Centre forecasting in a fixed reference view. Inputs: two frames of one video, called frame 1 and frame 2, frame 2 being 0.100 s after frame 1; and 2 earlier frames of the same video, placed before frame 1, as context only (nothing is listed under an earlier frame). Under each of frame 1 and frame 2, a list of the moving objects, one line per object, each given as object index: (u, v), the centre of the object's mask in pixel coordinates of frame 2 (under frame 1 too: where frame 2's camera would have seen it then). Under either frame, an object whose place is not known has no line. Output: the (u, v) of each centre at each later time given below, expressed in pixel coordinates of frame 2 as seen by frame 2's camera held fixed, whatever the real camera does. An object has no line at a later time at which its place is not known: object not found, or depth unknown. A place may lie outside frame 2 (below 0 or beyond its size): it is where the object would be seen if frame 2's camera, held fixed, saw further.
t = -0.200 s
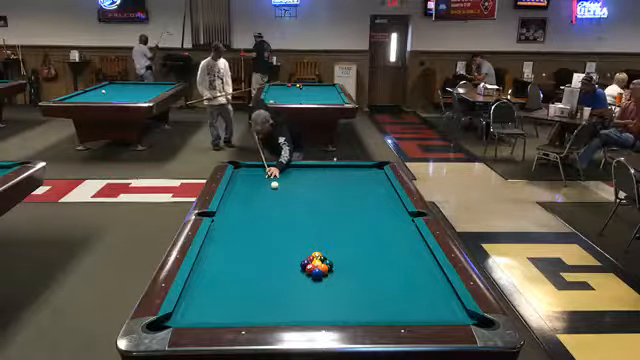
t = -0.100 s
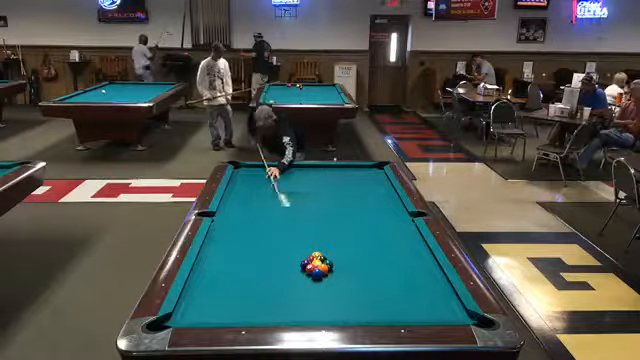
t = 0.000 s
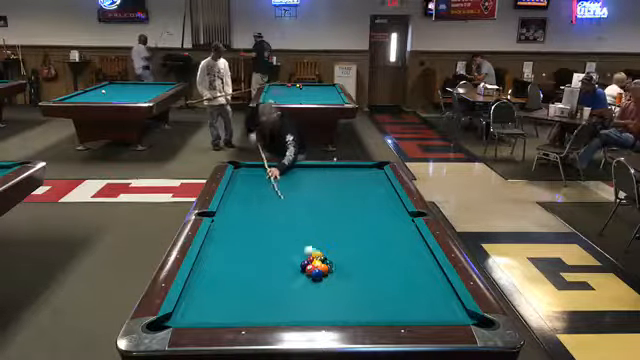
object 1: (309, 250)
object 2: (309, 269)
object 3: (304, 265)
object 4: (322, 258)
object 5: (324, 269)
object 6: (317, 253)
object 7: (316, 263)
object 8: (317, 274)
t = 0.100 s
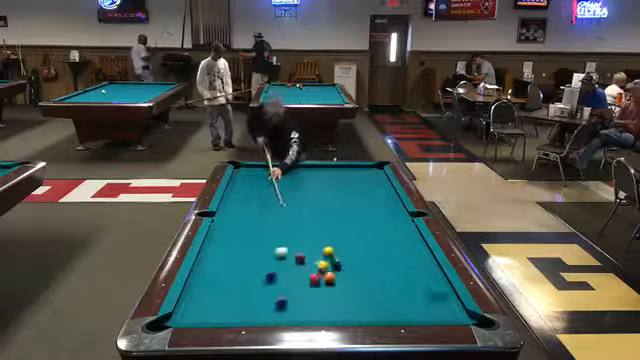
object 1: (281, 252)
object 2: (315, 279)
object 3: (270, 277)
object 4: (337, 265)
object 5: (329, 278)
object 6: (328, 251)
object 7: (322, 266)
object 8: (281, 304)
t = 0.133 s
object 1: (273, 252)
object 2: (315, 282)
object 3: (260, 280)
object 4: (340, 265)
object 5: (332, 280)
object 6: (331, 249)
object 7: (323, 266)
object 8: (270, 312)
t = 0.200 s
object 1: (256, 253)
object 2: (317, 288)
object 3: (241, 284)
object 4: (347, 265)
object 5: (335, 285)
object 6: (337, 247)
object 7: (327, 267)
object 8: (251, 314)
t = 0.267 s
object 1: (241, 253)
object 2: (319, 293)
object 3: (220, 293)
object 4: (355, 267)
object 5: (340, 289)
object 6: (343, 244)
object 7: (330, 267)
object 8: (244, 310)
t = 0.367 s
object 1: (221, 255)
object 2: (322, 302)
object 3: (189, 301)
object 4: (367, 268)
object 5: (345, 298)
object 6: (352, 240)
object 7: (335, 269)
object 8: (233, 297)
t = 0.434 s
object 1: (207, 257)
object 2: (315, 297)
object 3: (188, 305)
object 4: (375, 270)
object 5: (351, 303)
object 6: (358, 237)
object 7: (338, 269)
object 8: (226, 291)
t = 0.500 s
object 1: (205, 257)
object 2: (307, 294)
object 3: (198, 306)
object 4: (383, 271)
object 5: (356, 308)
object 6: (363, 235)
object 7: (340, 270)
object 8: (219, 283)
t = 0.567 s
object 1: (212, 256)
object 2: (301, 289)
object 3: (206, 307)
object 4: (390, 273)
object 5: (360, 313)
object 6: (368, 232)
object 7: (343, 271)
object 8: (214, 277)
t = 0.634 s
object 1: (217, 255)
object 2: (294, 285)
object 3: (214, 309)
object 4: (399, 274)
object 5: (365, 315)
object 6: (374, 230)
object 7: (346, 271)
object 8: (208, 270)
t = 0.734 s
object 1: (227, 254)
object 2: (285, 281)
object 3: (221, 314)
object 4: (410, 276)
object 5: (369, 313)
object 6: (380, 226)
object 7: (350, 272)
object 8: (199, 261)
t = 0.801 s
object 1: (234, 253)
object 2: (279, 278)
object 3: (222, 316)
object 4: (418, 277)
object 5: (372, 309)
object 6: (386, 224)
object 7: (352, 273)
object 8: (205, 259)
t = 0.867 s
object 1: (239, 252)
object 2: (274, 275)
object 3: (225, 317)
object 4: (426, 278)
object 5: (374, 306)
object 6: (390, 222)
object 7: (355, 274)
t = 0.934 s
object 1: (245, 250)
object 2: (268, 272)
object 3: (228, 315)
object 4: (433, 279)
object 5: (376, 303)
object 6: (395, 220)
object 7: (358, 274)
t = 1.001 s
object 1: (251, 250)
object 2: (263, 269)
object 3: (232, 312)
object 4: (441, 281)
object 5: (378, 300)
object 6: (396, 218)
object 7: (360, 275)
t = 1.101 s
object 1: (259, 248)
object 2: (256, 266)
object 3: (238, 309)
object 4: (440, 282)
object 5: (381, 296)
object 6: (404, 215)
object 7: (364, 276)
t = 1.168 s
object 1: (265, 248)
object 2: (250, 263)
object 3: (241, 307)
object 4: (437, 282)
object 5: (383, 293)
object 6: (407, 215)
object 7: (366, 276)
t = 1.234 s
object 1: (270, 247)
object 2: (246, 261)
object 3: (244, 304)
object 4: (432, 283)
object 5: (384, 291)
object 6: (407, 215)
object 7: (368, 277)
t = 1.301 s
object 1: (275, 246)
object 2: (241, 259)
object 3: (247, 302)
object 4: (429, 283)
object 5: (387, 289)
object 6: (406, 216)
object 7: (370, 277)
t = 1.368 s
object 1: (280, 246)
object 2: (237, 256)
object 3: (250, 299)
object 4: (425, 284)
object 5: (388, 286)
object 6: (405, 217)
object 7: (372, 278)
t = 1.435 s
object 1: (285, 245)
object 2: (232, 253)
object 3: (253, 296)
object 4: (421, 285)
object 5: (390, 284)
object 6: (405, 218)
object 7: (374, 279)
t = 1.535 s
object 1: (293, 243)
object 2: (227, 250)
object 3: (258, 292)
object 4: (415, 286)
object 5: (392, 280)
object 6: (403, 220)
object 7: (378, 280)
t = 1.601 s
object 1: (298, 243)
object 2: (223, 248)
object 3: (261, 290)
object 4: (412, 287)
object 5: (393, 278)
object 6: (403, 222)
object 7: (379, 280)
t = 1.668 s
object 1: (302, 242)
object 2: (218, 246)
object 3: (263, 289)
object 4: (408, 287)
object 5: (395, 276)
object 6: (401, 223)
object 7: (380, 281)
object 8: (264, 226)
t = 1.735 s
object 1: (307, 242)
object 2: (214, 244)
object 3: (266, 286)
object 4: (405, 288)
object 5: (396, 274)
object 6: (401, 224)
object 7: (382, 281)
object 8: (266, 222)
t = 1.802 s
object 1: (312, 241)
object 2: (210, 241)
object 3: (268, 284)
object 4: (402, 288)
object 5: (398, 271)
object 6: (400, 225)
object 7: (383, 281)
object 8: (269, 220)
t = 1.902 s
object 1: (317, 240)
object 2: (209, 240)
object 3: (272, 282)
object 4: (397, 289)
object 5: (399, 269)
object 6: (400, 226)
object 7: (385, 281)
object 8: (270, 216)
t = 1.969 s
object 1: (322, 239)
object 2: (211, 239)
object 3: (274, 280)
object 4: (393, 289)
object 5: (401, 267)
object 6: (399, 227)
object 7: (386, 281)
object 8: (271, 213)
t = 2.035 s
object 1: (326, 239)
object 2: (213, 239)
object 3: (276, 278)
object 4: (390, 290)
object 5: (403, 265)
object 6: (399, 228)
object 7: (388, 281)
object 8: (273, 212)
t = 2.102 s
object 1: (330, 238)
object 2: (217, 237)
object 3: (279, 276)
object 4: (387, 291)
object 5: (404, 264)
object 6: (397, 229)
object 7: (388, 281)
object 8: (274, 210)
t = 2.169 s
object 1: (334, 238)
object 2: (221, 236)
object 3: (281, 275)
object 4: (383, 291)
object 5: (405, 261)
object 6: (396, 230)
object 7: (390, 283)
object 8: (276, 208)
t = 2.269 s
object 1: (340, 237)
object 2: (224, 235)
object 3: (284, 272)
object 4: (378, 290)
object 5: (407, 259)
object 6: (395, 232)
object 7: (392, 283)
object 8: (278, 205)
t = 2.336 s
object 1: (344, 236)
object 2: (225, 234)
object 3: (285, 271)
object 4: (376, 291)
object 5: (408, 257)
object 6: (394, 233)
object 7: (394, 284)
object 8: (279, 204)
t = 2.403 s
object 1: (347, 236)
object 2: (228, 233)
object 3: (287, 269)
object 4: (373, 292)
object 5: (409, 256)
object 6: (394, 233)
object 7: (394, 284)
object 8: (280, 202)
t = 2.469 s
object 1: (351, 235)
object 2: (231, 233)
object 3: (289, 268)
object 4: (371, 292)
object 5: (410, 255)
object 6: (394, 235)
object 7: (395, 285)
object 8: (282, 201)
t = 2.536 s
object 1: (354, 235)
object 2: (233, 232)
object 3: (291, 267)
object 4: (368, 292)
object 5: (410, 254)
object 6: (393, 236)
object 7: (396, 285)
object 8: (283, 199)
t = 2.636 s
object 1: (360, 234)
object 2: (235, 231)
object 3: (293, 263)
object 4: (364, 293)
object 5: (411, 252)
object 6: (392, 237)
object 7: (397, 285)
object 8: (285, 196)
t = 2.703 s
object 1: (363, 233)
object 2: (237, 230)
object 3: (295, 263)
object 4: (361, 293)
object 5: (412, 250)
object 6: (391, 238)
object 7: (398, 285)
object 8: (285, 196)
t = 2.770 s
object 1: (366, 233)
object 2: (239, 229)
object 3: (296, 262)
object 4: (359, 294)
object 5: (414, 249)
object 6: (391, 239)
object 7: (398, 285)
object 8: (287, 195)
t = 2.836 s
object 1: (369, 232)
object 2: (241, 228)
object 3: (298, 262)
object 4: (356, 294)
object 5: (415, 248)
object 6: (390, 240)
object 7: (399, 285)
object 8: (288, 194)
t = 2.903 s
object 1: (372, 232)
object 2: (243, 228)
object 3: (299, 260)
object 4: (354, 295)
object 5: (415, 247)
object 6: (389, 241)
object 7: (399, 285)
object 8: (289, 191)
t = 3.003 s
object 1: (377, 231)
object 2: (246, 227)
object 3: (301, 258)
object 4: (350, 295)
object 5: (417, 245)
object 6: (388, 242)
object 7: (399, 286)
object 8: (290, 189)
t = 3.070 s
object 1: (379, 231)
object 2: (246, 227)
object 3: (302, 257)
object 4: (349, 296)
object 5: (418, 245)
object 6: (388, 243)
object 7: (399, 286)
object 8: (291, 187)
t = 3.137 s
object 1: (382, 231)
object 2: (249, 225)
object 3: (304, 256)
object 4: (346, 296)
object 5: (418, 244)
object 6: (388, 244)
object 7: (399, 286)
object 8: (291, 187)
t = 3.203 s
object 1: (385, 230)
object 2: (251, 225)
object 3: (305, 256)
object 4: (344, 296)
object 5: (419, 242)
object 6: (388, 245)
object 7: (400, 286)
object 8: (292, 186)
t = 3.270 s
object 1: (388, 230)
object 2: (252, 224)
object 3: (306, 255)
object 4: (342, 297)
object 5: (419, 241)
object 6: (386, 246)
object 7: (400, 286)
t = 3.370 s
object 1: (392, 230)
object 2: (253, 224)
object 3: (308, 254)
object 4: (339, 297)
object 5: (420, 240)
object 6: (386, 246)
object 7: (399, 286)
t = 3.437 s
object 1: (395, 229)
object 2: (255, 224)
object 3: (310, 253)
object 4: (338, 297)
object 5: (419, 239)
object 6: (385, 247)
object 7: (399, 286)
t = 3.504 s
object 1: (397, 229)
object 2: (256, 223)
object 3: (310, 253)
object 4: (336, 297)
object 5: (419, 239)
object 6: (384, 248)
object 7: (399, 286)
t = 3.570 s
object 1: (398, 229)
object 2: (258, 223)
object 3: (312, 252)
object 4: (334, 298)
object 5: (418, 239)
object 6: (384, 248)
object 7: (400, 286)
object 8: (298, 178)
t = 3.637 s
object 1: (401, 228)
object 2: (259, 222)
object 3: (313, 251)
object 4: (333, 298)
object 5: (417, 238)
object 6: (384, 249)
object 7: (400, 286)
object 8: (299, 177)
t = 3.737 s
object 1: (405, 228)
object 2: (261, 221)
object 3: (314, 250)
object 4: (330, 299)
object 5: (416, 237)
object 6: (383, 250)
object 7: (400, 285)
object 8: (300, 176)
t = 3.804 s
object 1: (407, 227)
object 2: (262, 221)
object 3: (315, 250)
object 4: (329, 299)
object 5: (415, 237)
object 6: (383, 250)
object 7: (400, 285)
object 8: (301, 176)
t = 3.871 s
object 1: (410, 227)
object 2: (263, 221)
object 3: (316, 249)
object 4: (328, 299)
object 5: (414, 237)
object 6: (383, 251)
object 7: (400, 285)
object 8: (302, 175)
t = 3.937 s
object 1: (410, 226)
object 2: (264, 220)
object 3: (317, 248)
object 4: (326, 299)
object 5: (414, 236)
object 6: (382, 252)
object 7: (400, 285)
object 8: (302, 173)
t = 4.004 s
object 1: (411, 226)
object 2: (265, 220)
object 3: (318, 247)
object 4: (326, 299)
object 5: (413, 236)
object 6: (382, 252)
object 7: (400, 285)
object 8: (303, 172)
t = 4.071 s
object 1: (410, 226)
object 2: (266, 220)
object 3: (319, 247)
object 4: (324, 300)
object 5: (412, 235)
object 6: (382, 253)
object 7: (400, 285)
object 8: (303, 169)
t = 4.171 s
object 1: (408, 226)
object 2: (267, 220)
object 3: (319, 247)
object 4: (323, 300)
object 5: (412, 235)
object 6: (381, 253)
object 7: (400, 286)
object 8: (305, 169)
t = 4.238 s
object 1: (407, 226)
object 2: (268, 220)
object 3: (320, 246)
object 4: (322, 300)
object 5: (412, 235)
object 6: (381, 254)
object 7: (400, 286)
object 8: (305, 169)
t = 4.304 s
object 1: (406, 226)
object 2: (268, 220)
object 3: (321, 246)
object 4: (321, 300)
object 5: (411, 235)
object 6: (381, 254)
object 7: (400, 285)
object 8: (306, 169)
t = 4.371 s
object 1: (404, 226)
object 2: (269, 219)
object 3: (321, 245)
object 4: (320, 301)
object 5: (411, 235)
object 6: (381, 255)
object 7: (400, 286)
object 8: (307, 168)
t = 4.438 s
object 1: (403, 226)
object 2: (269, 219)
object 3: (322, 245)
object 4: (320, 301)
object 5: (411, 235)
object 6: (381, 254)
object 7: (400, 285)
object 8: (307, 167)
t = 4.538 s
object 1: (402, 225)
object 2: (270, 218)
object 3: (322, 245)
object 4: (319, 301)
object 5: (411, 235)
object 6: (381, 255)
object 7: (400, 285)
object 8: (309, 167)
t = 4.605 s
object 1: (401, 226)
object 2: (271, 218)
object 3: (323, 245)
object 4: (318, 301)
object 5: (410, 234)
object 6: (380, 256)
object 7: (400, 286)
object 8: (309, 166)
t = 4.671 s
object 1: (401, 226)
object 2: (271, 218)
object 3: (323, 244)
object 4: (318, 301)
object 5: (410, 234)
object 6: (380, 256)
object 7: (400, 286)
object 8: (310, 166)
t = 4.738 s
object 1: (398, 225)
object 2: (272, 218)
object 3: (323, 244)
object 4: (318, 301)
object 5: (409, 234)
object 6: (380, 256)
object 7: (400, 286)
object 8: (310, 166)
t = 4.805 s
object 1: (398, 225)
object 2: (272, 218)
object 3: (323, 244)
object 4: (317, 301)
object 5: (409, 234)
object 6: (380, 256)
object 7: (400, 286)
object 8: (311, 166)
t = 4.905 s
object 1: (397, 225)
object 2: (273, 218)
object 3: (324, 243)
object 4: (317, 301)
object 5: (409, 234)
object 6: (380, 256)
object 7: (400, 286)
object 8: (311, 166)
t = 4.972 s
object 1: (397, 225)
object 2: (273, 218)
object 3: (324, 243)
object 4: (317, 301)
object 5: (409, 234)
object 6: (380, 256)
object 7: (400, 286)
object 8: (311, 166)
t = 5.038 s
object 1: (396, 225)
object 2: (273, 218)
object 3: (324, 243)
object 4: (317, 301)
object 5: (409, 234)
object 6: (380, 256)
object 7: (400, 286)
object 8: (312, 166)
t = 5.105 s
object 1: (396, 225)
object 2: (273, 218)
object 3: (324, 243)
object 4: (317, 301)
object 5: (409, 234)
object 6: (380, 256)
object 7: (400, 286)
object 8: (312, 167)
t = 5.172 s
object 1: (395, 225)
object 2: (273, 218)
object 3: (324, 243)
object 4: (317, 301)
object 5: (409, 234)
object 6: (380, 256)
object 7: (400, 286)
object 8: (312, 168)
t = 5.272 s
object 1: (394, 225)
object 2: (273, 218)
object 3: (325, 242)
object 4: (317, 301)
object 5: (409, 234)
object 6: (380, 256)
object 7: (400, 286)
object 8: (312, 168)
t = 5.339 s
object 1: (394, 225)
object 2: (274, 218)
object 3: (325, 242)
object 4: (317, 301)
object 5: (409, 234)
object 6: (380, 256)
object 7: (400, 286)
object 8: (312, 168)
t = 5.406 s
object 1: (394, 225)
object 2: (274, 218)
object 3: (325, 242)
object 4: (317, 301)
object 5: (409, 234)
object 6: (380, 256)
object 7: (400, 286)
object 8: (313, 168)
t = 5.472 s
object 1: (394, 225)
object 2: (274, 218)
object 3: (325, 242)
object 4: (317, 301)
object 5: (409, 234)
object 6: (380, 256)
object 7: (400, 286)
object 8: (313, 168)
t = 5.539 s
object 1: (393, 225)
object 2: (274, 218)
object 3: (325, 242)
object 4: (317, 301)
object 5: (409, 234)
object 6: (380, 256)
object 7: (400, 286)
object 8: (313, 168)
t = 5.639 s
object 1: (393, 225)
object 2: (273, 218)
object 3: (325, 242)
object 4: (317, 301)
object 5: (409, 234)
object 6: (380, 256)
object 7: (400, 286)
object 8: (313, 168)
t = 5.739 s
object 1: (393, 225)
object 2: (274, 218)
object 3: (324, 243)
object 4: (317, 301)
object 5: (409, 234)
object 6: (380, 256)
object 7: (399, 286)
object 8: (313, 169)
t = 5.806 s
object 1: (393, 225)
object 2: (274, 218)
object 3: (324, 243)
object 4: (317, 301)
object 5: (409, 234)
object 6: (380, 256)
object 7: (399, 286)
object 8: (312, 169)
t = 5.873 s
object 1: (393, 225)
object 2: (274, 218)
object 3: (324, 243)
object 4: (317, 301)
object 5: (409, 234)
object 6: (380, 256)
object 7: (399, 286)
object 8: (312, 169)
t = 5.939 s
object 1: (393, 225)
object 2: (274, 218)
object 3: (324, 243)
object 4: (317, 301)
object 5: (409, 234)
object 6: (380, 256)
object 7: (399, 286)
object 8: (311, 169)
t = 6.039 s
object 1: (393, 225)
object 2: (274, 218)
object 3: (324, 243)
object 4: (317, 301)
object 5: (409, 234)
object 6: (380, 256)
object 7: (399, 286)
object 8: (311, 170)
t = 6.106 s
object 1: (393, 225)
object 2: (274, 218)
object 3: (324, 242)
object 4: (317, 301)
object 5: (409, 234)
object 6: (380, 256)
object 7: (399, 286)
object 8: (311, 170)
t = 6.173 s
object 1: (393, 225)
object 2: (273, 218)
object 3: (324, 243)
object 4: (317, 301)
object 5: (409, 234)
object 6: (380, 256)
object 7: (399, 286)
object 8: (311, 169)
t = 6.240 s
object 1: (393, 225)
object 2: (274, 218)
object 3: (324, 243)
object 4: (317, 301)
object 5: (409, 234)
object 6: (380, 256)
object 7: (399, 286)
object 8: (310, 169)
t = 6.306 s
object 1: (393, 225)
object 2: (274, 218)
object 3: (324, 243)
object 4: (317, 301)
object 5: (409, 234)
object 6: (380, 256)
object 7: (399, 286)
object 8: (310, 169)
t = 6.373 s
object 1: (393, 225)
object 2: (274, 218)
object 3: (324, 243)
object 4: (317, 301)
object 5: (409, 234)
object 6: (380, 256)
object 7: (399, 286)
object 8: (311, 168)
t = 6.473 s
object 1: (393, 225)
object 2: (274, 218)
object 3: (324, 243)
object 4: (317, 301)
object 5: (409, 234)
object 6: (380, 256)
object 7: (399, 286)
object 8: (308, 168)
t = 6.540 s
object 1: (393, 225)
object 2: (274, 218)
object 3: (324, 243)
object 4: (317, 301)
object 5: (409, 234)
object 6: (380, 256)
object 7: (399, 286)
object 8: (308, 168)
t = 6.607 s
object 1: (393, 225)
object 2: (274, 218)
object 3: (324, 243)
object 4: (317, 301)
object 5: (409, 234)
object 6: (380, 256)
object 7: (399, 286)
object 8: (307, 168)
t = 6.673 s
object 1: (393, 225)
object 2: (274, 218)
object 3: (324, 243)
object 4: (317, 301)
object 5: (409, 234)
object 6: (380, 256)
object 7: (399, 286)
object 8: (307, 168)
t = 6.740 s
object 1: (393, 225)
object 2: (274, 218)
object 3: (324, 243)
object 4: (317, 301)
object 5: (409, 234)
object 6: (380, 256)
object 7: (400, 286)
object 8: (308, 168)
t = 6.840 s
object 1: (393, 225)
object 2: (274, 218)
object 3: (324, 243)
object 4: (317, 301)
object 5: (409, 234)
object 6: (380, 256)
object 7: (400, 286)
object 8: (308, 167)
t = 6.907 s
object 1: (393, 225)
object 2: (274, 218)
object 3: (324, 243)
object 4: (317, 301)
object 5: (409, 234)
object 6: (380, 256)
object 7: (400, 286)
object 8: (308, 167)
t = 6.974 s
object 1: (393, 225)
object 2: (274, 218)
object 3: (324, 243)
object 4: (317, 301)
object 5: (409, 234)
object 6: (380, 256)
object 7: (400, 286)
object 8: (307, 169)
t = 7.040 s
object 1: (393, 225)
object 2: (274, 218)
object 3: (324, 243)
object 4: (317, 301)
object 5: (409, 234)
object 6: (380, 256)
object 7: (400, 286)
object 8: (308, 168)
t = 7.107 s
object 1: (393, 225)
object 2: (274, 218)
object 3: (324, 243)
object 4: (317, 301)
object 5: (409, 234)
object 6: (380, 256)
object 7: (400, 286)
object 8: (307, 169)
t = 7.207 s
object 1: (393, 225)
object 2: (274, 218)
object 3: (324, 243)
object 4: (317, 301)
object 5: (409, 234)
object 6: (380, 256)
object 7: (400, 286)
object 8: (307, 169)
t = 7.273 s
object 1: (393, 225)
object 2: (274, 218)
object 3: (324, 243)
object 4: (317, 301)
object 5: (409, 234)
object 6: (380, 256)
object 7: (399, 286)
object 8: (308, 168)
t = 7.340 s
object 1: (393, 225)
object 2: (274, 218)
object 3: (324, 243)
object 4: (317, 301)
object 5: (409, 234)
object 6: (380, 256)
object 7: (399, 286)
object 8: (308, 168)
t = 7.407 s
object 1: (393, 225)
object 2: (274, 218)
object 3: (324, 243)
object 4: (317, 301)
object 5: (409, 234)
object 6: (380, 256)
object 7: (399, 286)
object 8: (308, 168)
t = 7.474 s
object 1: (393, 225)
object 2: (274, 217)
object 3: (324, 243)
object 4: (317, 301)
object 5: (409, 234)
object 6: (380, 256)
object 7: (399, 286)
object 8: (307, 168)
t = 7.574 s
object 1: (393, 225)
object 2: (274, 217)
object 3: (324, 242)
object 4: (317, 301)
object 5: (409, 234)
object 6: (380, 256)
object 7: (399, 286)
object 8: (307, 168)
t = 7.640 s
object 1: (393, 225)
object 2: (274, 218)
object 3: (324, 242)
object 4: (317, 301)
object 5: (409, 234)
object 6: (380, 256)
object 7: (399, 286)
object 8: (307, 168)
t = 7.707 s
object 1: (393, 225)
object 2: (274, 217)
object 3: (324, 242)
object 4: (317, 301)
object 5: (409, 234)
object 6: (380, 256)
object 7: (399, 286)
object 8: (307, 168)
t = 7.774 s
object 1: (393, 225)
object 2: (274, 218)
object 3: (324, 242)
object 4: (317, 301)
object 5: (409, 234)
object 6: (380, 256)
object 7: (399, 286)
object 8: (307, 168)
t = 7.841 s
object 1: (393, 225)
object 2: (274, 217)
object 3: (324, 243)
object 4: (317, 301)
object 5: (409, 234)
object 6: (380, 256)
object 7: (399, 286)
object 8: (307, 168)
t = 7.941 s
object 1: (393, 225)
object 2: (274, 217)
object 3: (324, 243)
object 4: (317, 301)
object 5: (409, 234)
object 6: (380, 256)
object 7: (399, 286)
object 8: (307, 168)
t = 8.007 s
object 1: (393, 225)
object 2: (274, 217)
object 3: (324, 243)
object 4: (317, 301)
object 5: (409, 234)
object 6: (380, 256)
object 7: (399, 286)
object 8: (306, 169)
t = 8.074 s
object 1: (393, 225)
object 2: (274, 217)
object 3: (324, 243)
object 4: (317, 301)
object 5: (409, 234)
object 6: (380, 256)
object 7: (399, 286)
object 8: (306, 169)
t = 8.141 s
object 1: (393, 225)
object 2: (274, 217)
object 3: (324, 243)
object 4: (317, 301)
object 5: (409, 234)
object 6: (380, 256)
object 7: (399, 286)
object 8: (306, 169)
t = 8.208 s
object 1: (393, 225)
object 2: (274, 217)
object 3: (324, 243)
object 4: (317, 301)
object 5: (409, 234)
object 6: (380, 256)
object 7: (399, 286)
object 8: (306, 169)
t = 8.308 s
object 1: (393, 225)
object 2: (274, 217)
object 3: (324, 243)
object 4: (317, 301)
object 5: (409, 234)
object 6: (380, 256)
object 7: (399, 286)
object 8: (306, 168)
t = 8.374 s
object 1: (393, 225)
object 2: (274, 218)
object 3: (324, 242)
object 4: (317, 301)
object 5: (409, 234)
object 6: (380, 256)
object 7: (399, 286)
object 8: (306, 168)
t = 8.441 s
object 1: (393, 225)
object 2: (274, 218)
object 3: (324, 242)
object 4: (317, 301)
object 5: (409, 234)
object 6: (380, 256)
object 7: (399, 286)
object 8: (306, 168)
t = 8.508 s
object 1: (393, 225)
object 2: (274, 218)
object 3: (324, 242)
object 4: (317, 301)
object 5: (409, 234)
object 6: (380, 256)
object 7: (399, 286)
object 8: (306, 168)
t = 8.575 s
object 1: (393, 225)
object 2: (274, 218)
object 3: (324, 242)
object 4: (317, 301)
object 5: (409, 234)
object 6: (380, 256)
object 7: (399, 286)
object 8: (306, 168)
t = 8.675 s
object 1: (393, 225)
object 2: (274, 218)
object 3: (324, 242)
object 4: (317, 301)
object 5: (409, 234)
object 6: (380, 256)
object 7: (399, 286)
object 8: (306, 168)
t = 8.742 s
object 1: (393, 225)
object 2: (274, 218)
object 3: (324, 242)
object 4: (317, 301)
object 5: (409, 234)
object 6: (380, 256)
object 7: (400, 286)
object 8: (306, 168)
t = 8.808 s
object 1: (393, 225)
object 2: (274, 218)
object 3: (324, 242)
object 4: (317, 301)
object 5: (409, 234)
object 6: (380, 256)
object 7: (399, 286)
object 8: (306, 168)
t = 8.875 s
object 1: (393, 225)
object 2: (274, 218)
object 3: (324, 242)
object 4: (317, 301)
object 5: (409, 234)
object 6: (380, 256)
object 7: (399, 286)
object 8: (306, 169)
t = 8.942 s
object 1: (393, 225)
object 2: (274, 218)
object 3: (324, 242)
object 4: (317, 301)
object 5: (409, 234)
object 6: (380, 256)
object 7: (400, 286)
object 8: (306, 169)
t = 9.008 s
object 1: (393, 225)
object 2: (274, 218)
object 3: (324, 242)
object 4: (317, 301)
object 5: (409, 234)
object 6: (380, 256)
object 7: (400, 286)
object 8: (306, 169)
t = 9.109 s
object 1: (393, 225)
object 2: (274, 218)
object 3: (324, 242)
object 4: (317, 301)
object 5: (409, 234)
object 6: (380, 256)
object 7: (400, 286)
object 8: (306, 168)
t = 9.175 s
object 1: (393, 225)
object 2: (274, 218)
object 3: (324, 242)
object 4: (317, 301)
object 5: (409, 234)
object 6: (380, 256)
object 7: (400, 286)
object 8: (306, 168)
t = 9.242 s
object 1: (393, 225)
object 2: (274, 218)
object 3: (324, 242)
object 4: (317, 301)
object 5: (409, 234)
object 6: (380, 256)
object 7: (400, 286)
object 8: (306, 168)
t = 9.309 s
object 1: (393, 225)
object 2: (274, 218)
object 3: (324, 242)
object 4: (317, 301)
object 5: (409, 234)
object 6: (380, 256)
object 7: (400, 286)
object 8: (306, 168)
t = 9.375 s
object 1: (393, 225)
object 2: (274, 218)
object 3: (324, 242)
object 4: (317, 301)
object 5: (409, 234)
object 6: (380, 256)
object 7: (400, 286)
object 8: (306, 168)
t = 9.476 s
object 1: (393, 225)
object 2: (274, 218)
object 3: (324, 243)
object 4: (317, 301)
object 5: (409, 234)
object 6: (380, 256)
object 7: (399, 286)
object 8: (306, 168)
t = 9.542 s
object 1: (393, 225)
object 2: (274, 217)
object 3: (324, 243)
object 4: (317, 301)
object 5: (409, 234)
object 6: (380, 256)
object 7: (399, 286)
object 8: (306, 168)
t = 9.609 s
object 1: (393, 225)
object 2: (274, 218)
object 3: (324, 243)
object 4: (317, 301)
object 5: (409, 234)
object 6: (380, 256)
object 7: (399, 286)
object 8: (306, 168)
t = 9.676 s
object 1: (393, 225)
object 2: (274, 218)
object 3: (324, 243)
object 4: (317, 301)
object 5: (409, 234)
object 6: (380, 256)
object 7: (400, 286)
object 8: (306, 168)
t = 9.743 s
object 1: (393, 225)
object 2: (274, 218)
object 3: (324, 243)
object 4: (317, 301)
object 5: (409, 234)
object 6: (380, 256)
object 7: (400, 286)
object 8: (306, 168)
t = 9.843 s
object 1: (393, 225)
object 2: (274, 217)
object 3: (324, 243)
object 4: (317, 301)
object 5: (409, 234)
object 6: (380, 256)
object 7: (399, 286)
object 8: (306, 168)
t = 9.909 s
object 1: (393, 225)
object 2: (274, 218)
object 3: (324, 243)
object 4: (317, 301)
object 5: (409, 234)
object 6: (380, 256)
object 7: (400, 286)
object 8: (306, 168)
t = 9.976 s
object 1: (393, 225)
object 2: (274, 218)
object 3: (324, 242)
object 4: (317, 301)
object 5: (409, 234)
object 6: (380, 256)
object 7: (400, 286)
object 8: (307, 168)
